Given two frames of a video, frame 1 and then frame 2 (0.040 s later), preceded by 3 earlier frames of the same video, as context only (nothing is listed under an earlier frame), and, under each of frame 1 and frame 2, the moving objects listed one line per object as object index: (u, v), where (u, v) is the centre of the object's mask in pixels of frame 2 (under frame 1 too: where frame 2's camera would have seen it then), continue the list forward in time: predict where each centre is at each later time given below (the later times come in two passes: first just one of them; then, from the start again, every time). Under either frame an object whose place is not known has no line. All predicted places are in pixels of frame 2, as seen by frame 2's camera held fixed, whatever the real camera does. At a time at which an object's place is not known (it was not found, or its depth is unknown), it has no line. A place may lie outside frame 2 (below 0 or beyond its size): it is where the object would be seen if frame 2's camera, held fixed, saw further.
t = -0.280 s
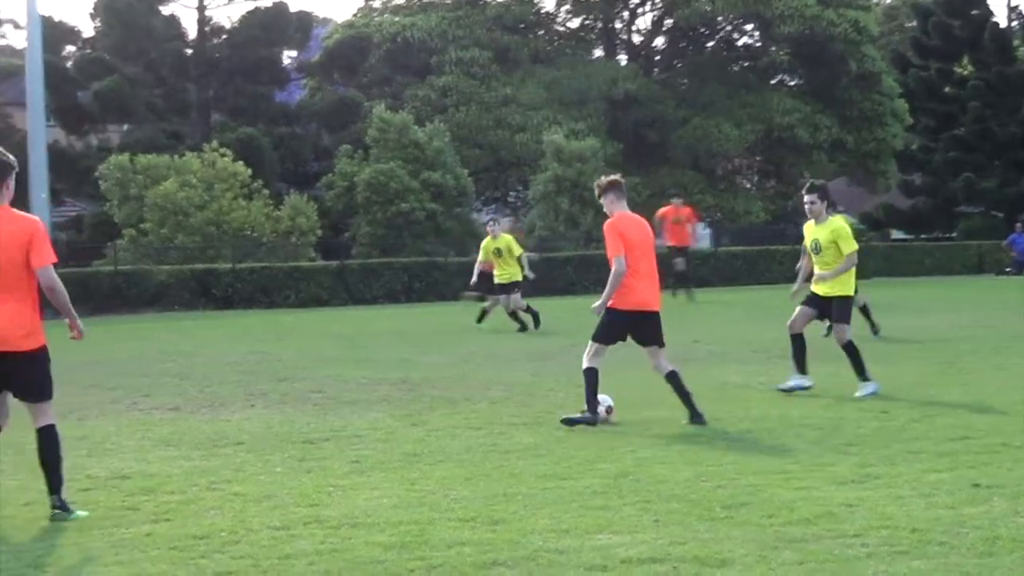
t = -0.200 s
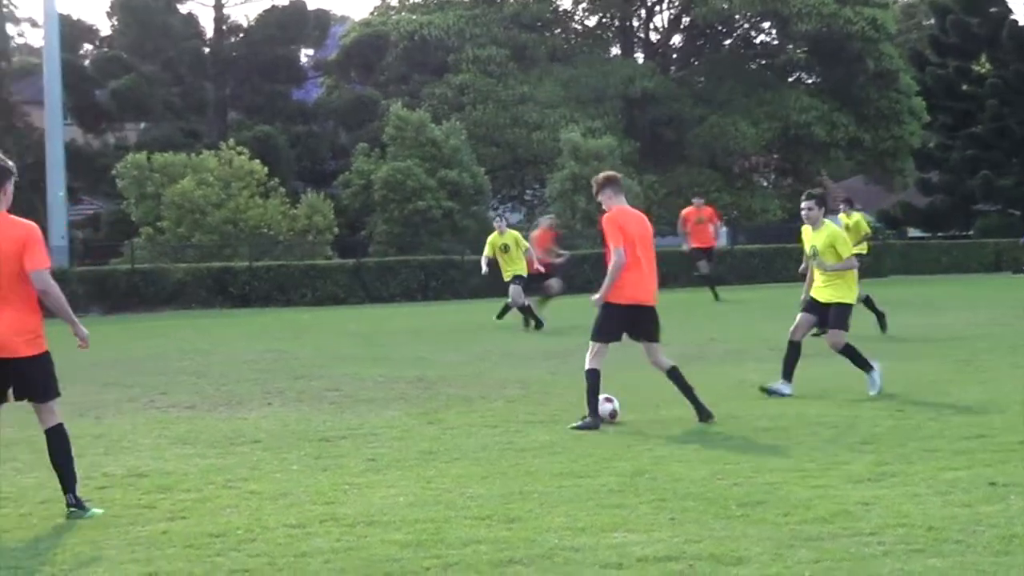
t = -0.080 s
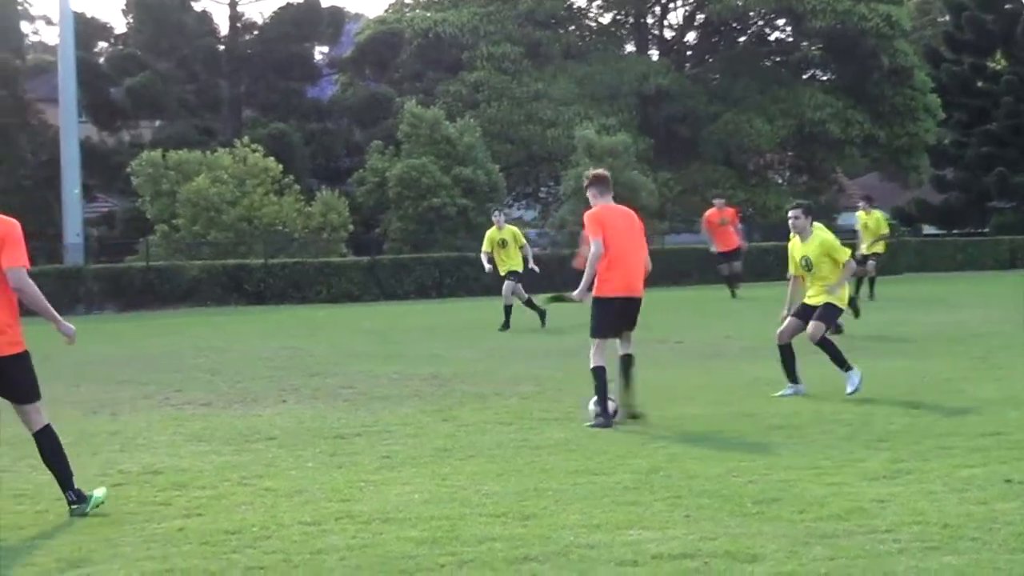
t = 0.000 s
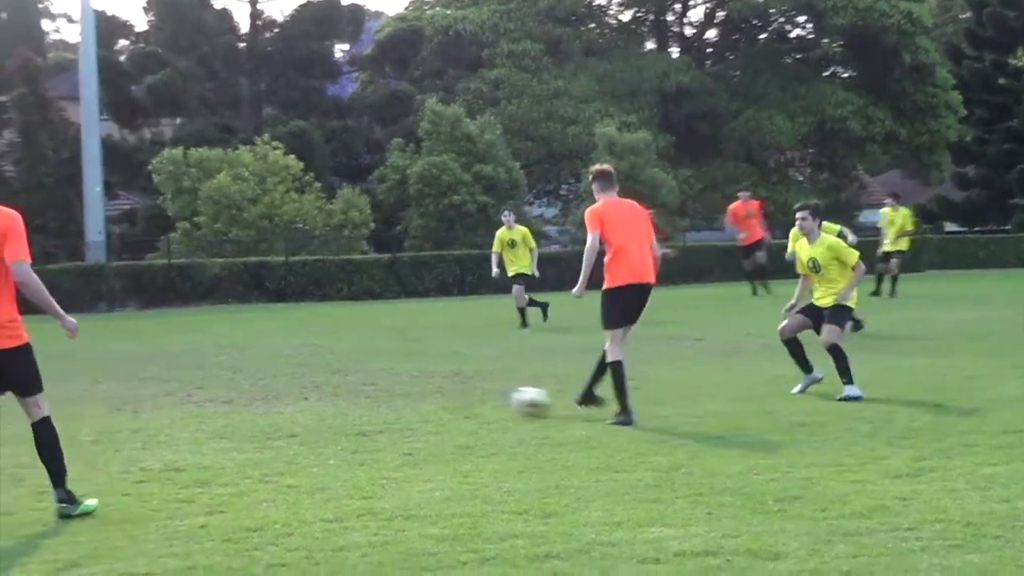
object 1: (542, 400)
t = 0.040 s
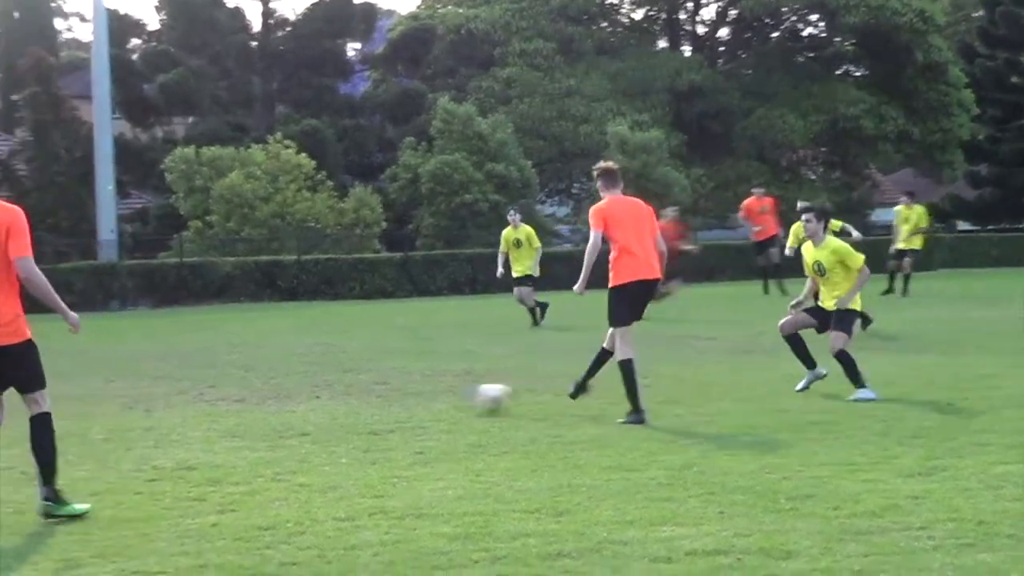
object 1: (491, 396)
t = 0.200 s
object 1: (315, 397)
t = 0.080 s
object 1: (443, 398)
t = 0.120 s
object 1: (398, 399)
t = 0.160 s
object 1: (355, 398)
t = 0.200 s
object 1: (315, 397)
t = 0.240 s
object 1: (276, 398)
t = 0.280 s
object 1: (238, 397)
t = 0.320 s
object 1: (204, 396)
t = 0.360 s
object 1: (170, 396)
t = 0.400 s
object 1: (138, 399)
